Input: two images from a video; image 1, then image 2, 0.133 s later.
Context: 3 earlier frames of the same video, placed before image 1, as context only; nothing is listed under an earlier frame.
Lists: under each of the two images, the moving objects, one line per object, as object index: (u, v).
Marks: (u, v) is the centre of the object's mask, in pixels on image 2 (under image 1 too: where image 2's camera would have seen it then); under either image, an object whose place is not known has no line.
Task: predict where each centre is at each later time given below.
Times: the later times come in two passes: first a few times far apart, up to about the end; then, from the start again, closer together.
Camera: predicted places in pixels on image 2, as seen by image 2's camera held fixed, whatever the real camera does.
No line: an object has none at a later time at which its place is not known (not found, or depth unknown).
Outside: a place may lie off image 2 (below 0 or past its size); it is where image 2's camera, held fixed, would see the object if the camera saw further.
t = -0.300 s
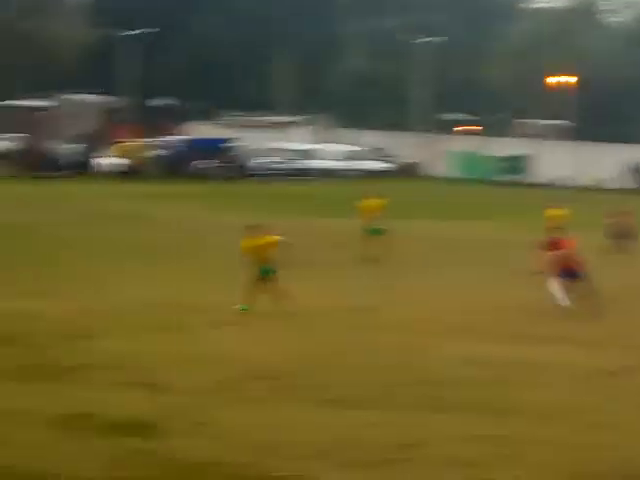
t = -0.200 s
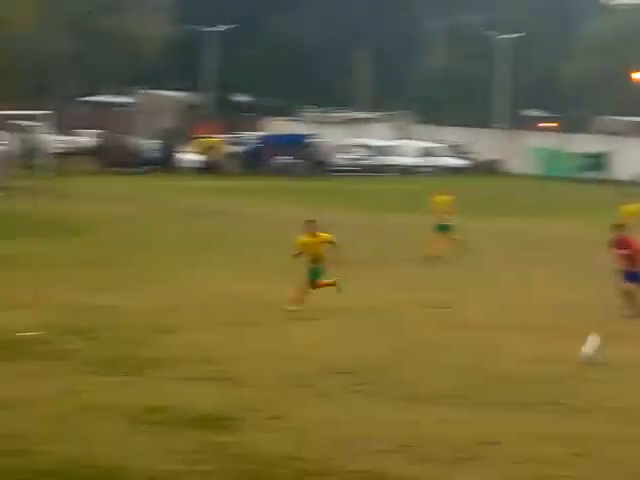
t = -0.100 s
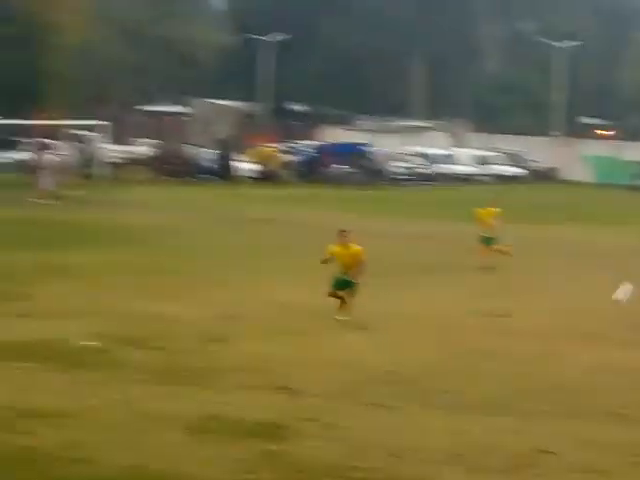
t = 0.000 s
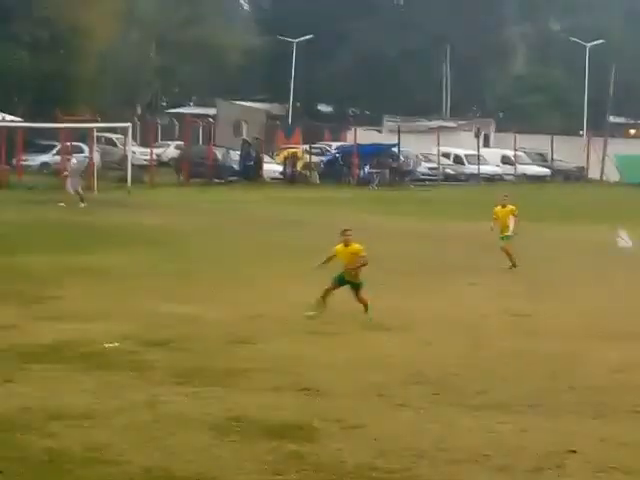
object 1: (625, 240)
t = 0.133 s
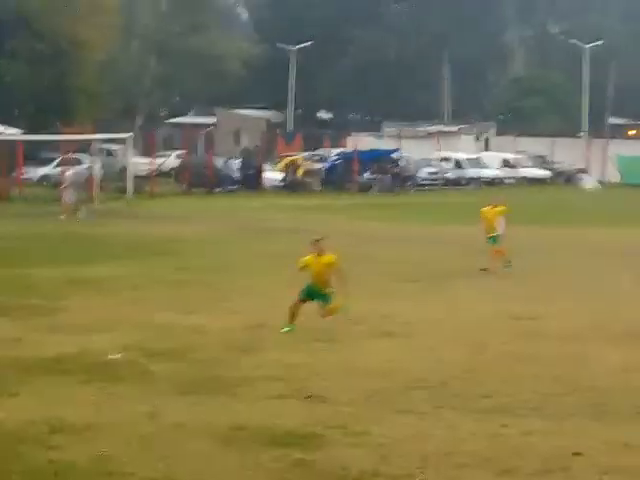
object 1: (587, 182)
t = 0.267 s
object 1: (550, 135)
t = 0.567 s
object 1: (466, 84)
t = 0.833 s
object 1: (392, 92)
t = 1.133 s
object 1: (309, 160)
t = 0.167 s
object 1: (578, 169)
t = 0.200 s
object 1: (568, 156)
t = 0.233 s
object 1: (559, 146)
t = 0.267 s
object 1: (550, 135)
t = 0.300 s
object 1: (541, 127)
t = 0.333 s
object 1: (532, 120)
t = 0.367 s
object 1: (522, 112)
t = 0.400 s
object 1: (514, 106)
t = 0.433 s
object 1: (504, 100)
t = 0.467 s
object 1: (494, 95)
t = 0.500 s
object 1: (484, 91)
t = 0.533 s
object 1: (476, 87)
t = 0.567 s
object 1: (466, 84)
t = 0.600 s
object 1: (457, 83)
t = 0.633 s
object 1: (447, 82)
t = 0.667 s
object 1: (438, 81)
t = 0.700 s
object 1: (428, 82)
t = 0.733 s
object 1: (420, 83)
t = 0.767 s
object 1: (410, 85)
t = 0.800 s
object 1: (401, 89)
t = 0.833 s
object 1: (392, 92)
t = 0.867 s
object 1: (382, 97)
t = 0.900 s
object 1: (372, 102)
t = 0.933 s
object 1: (364, 108)
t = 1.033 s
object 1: (336, 130)
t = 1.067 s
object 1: (327, 139)
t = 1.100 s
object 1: (321, 149)
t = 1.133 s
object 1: (309, 160)
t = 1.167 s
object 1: (300, 175)
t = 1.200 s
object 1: (291, 184)
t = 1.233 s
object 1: (282, 198)
